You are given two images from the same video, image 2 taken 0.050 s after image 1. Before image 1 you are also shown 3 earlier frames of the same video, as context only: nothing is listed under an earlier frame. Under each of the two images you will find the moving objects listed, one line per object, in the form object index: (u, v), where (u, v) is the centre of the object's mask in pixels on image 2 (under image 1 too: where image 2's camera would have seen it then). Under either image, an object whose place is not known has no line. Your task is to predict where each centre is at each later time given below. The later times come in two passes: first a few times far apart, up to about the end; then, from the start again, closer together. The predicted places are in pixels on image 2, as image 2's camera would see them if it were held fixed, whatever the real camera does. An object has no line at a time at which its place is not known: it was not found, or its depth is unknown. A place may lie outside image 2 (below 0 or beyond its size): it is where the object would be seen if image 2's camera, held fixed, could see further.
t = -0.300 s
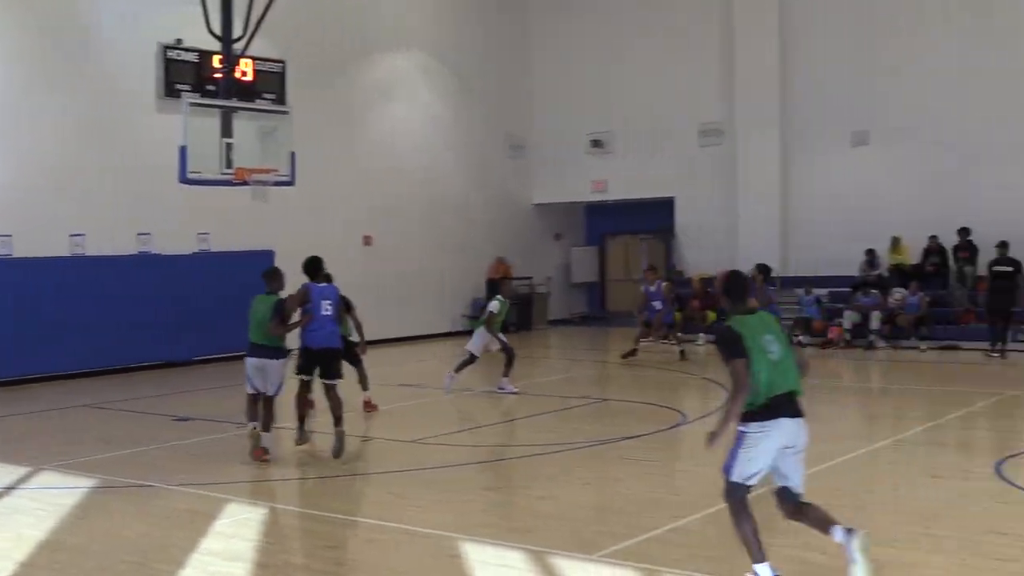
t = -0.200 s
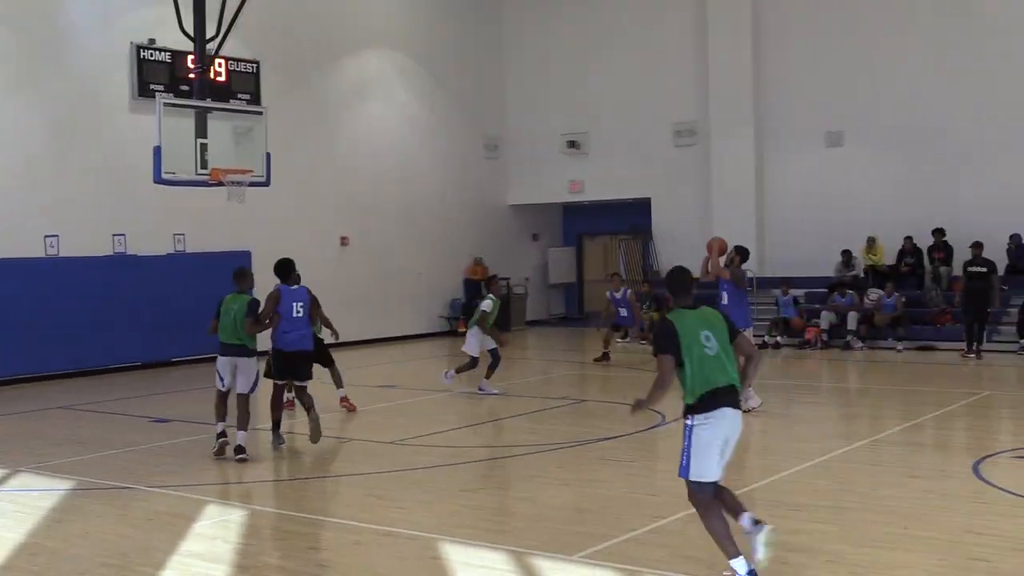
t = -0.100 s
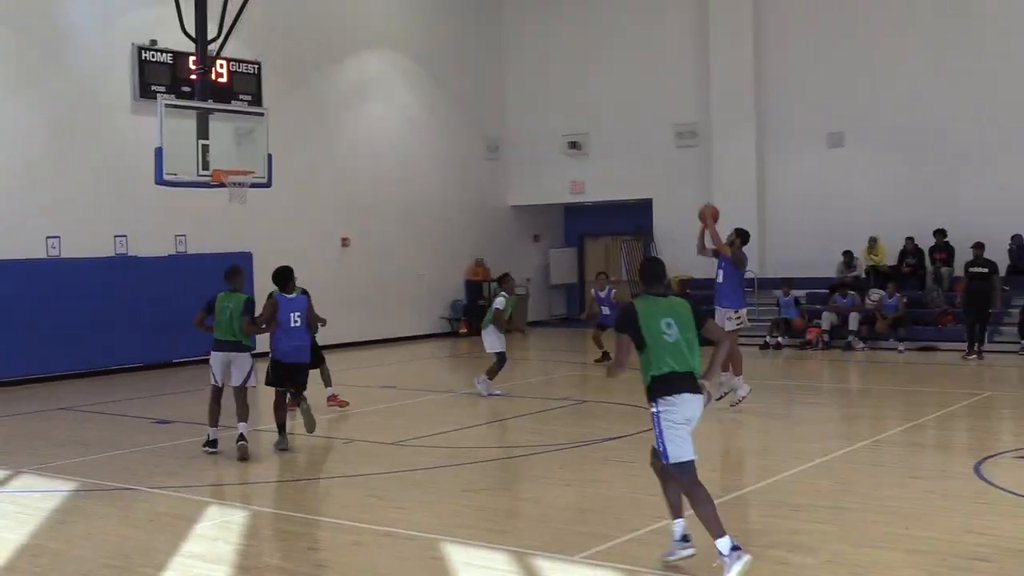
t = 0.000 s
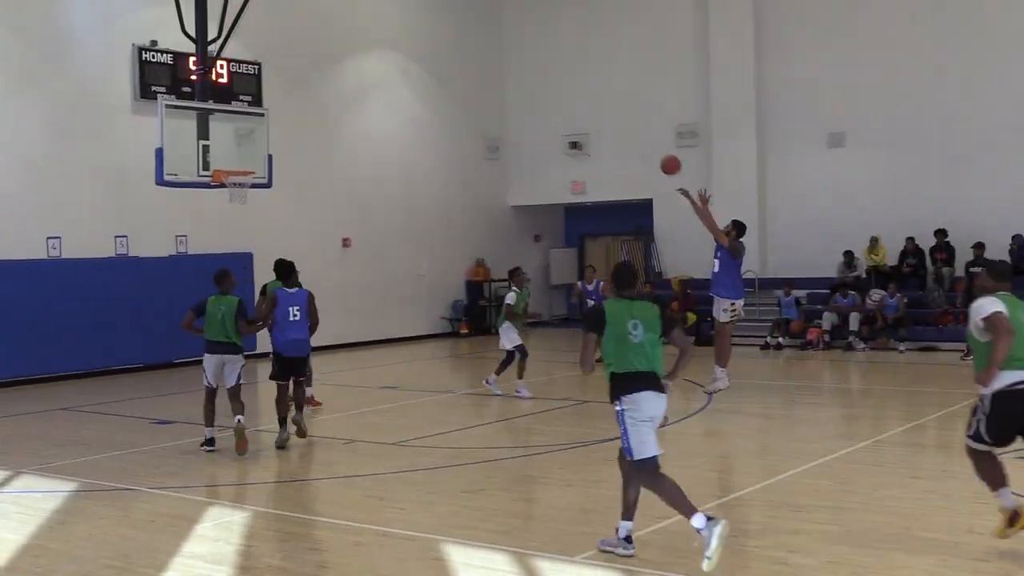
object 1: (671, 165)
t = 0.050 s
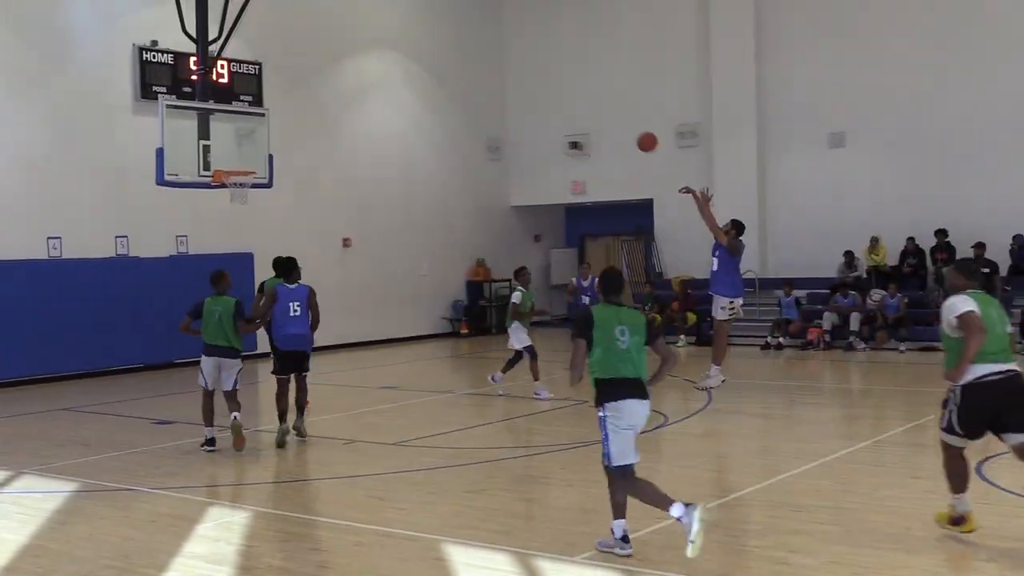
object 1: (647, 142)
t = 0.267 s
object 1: (547, 68)
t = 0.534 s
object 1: (433, 35)
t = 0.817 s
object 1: (326, 63)
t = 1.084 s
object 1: (236, 140)
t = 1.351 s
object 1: (227, 154)
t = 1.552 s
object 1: (245, 174)
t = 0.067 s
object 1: (639, 135)
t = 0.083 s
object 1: (631, 127)
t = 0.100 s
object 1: (622, 121)
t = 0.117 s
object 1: (615, 114)
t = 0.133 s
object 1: (607, 108)
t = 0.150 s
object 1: (599, 102)
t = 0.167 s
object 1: (592, 97)
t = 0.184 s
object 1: (584, 91)
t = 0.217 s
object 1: (569, 81)
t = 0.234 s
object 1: (561, 77)
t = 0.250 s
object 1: (554, 72)
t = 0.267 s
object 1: (547, 68)
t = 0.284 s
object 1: (539, 64)
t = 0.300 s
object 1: (532, 61)
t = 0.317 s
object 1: (523, 57)
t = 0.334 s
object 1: (516, 54)
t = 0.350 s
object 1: (509, 51)
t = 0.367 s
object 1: (502, 49)
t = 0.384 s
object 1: (495, 46)
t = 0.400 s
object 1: (487, 45)
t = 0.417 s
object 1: (480, 42)
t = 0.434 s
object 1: (474, 41)
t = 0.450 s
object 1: (467, 39)
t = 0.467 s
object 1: (460, 38)
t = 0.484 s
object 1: (453, 37)
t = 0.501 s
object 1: (447, 36)
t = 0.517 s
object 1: (440, 35)
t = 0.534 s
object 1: (433, 35)
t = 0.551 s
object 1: (427, 35)
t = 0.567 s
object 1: (420, 35)
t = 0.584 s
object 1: (413, 36)
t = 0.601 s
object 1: (407, 36)
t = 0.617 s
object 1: (401, 37)
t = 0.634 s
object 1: (395, 38)
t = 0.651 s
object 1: (388, 39)
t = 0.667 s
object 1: (382, 40)
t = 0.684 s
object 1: (375, 42)
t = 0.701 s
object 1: (369, 44)
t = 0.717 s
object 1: (363, 46)
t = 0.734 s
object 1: (357, 48)
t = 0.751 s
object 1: (351, 51)
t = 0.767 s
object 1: (344, 53)
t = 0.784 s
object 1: (339, 56)
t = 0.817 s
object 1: (326, 63)
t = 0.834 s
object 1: (320, 66)
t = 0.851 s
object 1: (314, 70)
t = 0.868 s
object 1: (309, 73)
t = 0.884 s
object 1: (303, 77)
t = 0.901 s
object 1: (297, 82)
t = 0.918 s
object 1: (292, 86)
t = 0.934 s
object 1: (286, 91)
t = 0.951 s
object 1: (280, 96)
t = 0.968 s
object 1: (274, 100)
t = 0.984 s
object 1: (269, 105)
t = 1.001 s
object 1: (263, 111)
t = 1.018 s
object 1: (258, 116)
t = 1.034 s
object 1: (252, 122)
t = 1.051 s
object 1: (246, 129)
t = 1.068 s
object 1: (241, 134)
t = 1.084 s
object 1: (236, 140)
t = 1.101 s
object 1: (230, 147)
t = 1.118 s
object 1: (224, 153)
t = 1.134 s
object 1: (220, 160)
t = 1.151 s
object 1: (215, 164)
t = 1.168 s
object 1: (212, 164)
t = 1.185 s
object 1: (213, 162)
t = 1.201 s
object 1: (213, 161)
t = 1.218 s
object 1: (214, 159)
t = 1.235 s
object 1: (216, 158)
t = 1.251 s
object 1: (218, 157)
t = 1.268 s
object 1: (219, 156)
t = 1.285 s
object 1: (220, 155)
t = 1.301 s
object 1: (222, 154)
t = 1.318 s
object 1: (223, 154)
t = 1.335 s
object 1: (225, 154)
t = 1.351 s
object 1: (227, 154)
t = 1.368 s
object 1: (228, 155)
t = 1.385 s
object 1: (230, 155)
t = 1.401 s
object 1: (231, 156)
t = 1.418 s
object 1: (233, 157)
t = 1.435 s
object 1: (234, 158)
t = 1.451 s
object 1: (236, 160)
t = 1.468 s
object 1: (238, 161)
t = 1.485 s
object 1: (239, 163)
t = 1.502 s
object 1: (241, 166)
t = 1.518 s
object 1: (243, 168)
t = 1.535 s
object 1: (244, 171)
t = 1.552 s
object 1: (245, 174)
